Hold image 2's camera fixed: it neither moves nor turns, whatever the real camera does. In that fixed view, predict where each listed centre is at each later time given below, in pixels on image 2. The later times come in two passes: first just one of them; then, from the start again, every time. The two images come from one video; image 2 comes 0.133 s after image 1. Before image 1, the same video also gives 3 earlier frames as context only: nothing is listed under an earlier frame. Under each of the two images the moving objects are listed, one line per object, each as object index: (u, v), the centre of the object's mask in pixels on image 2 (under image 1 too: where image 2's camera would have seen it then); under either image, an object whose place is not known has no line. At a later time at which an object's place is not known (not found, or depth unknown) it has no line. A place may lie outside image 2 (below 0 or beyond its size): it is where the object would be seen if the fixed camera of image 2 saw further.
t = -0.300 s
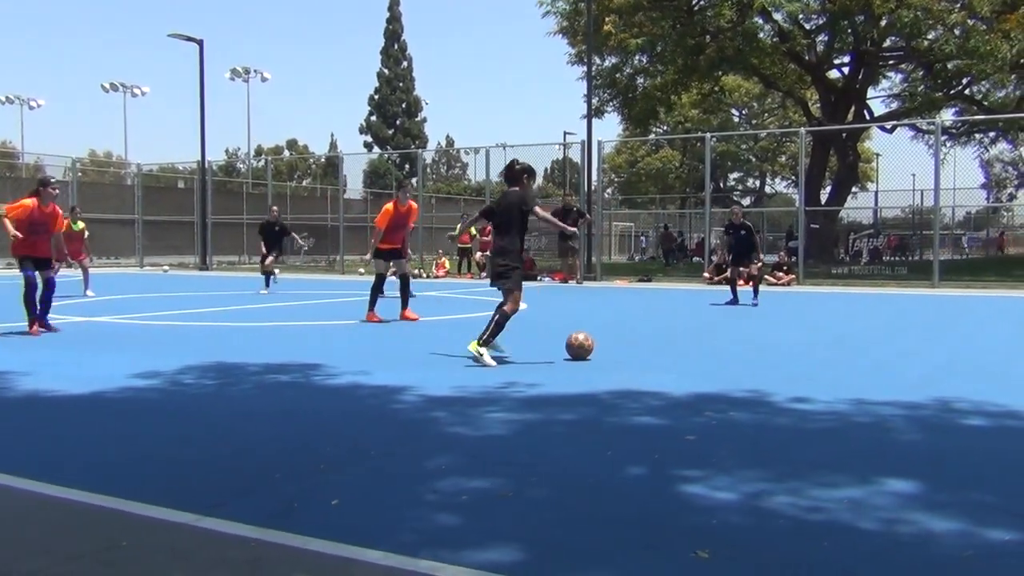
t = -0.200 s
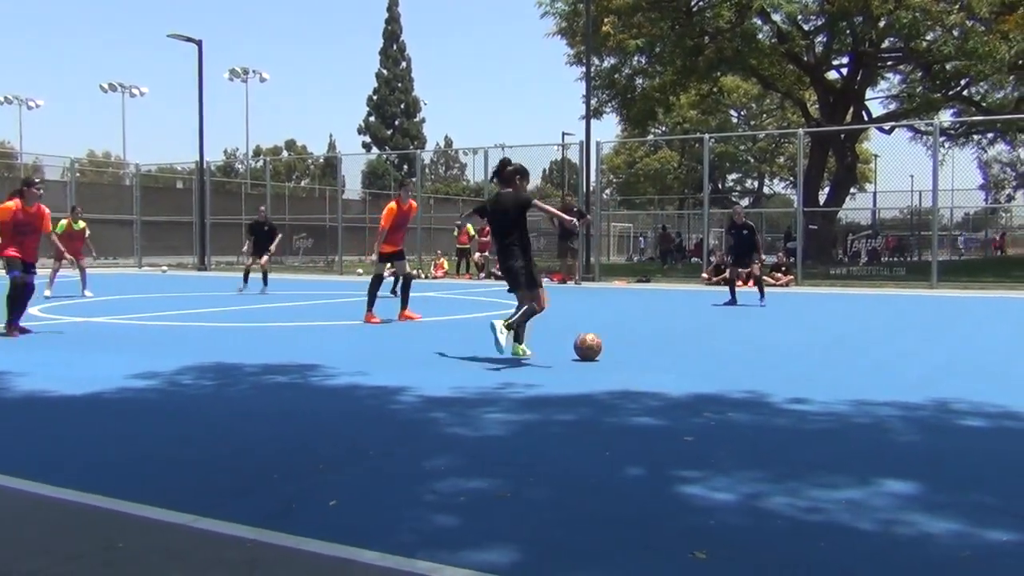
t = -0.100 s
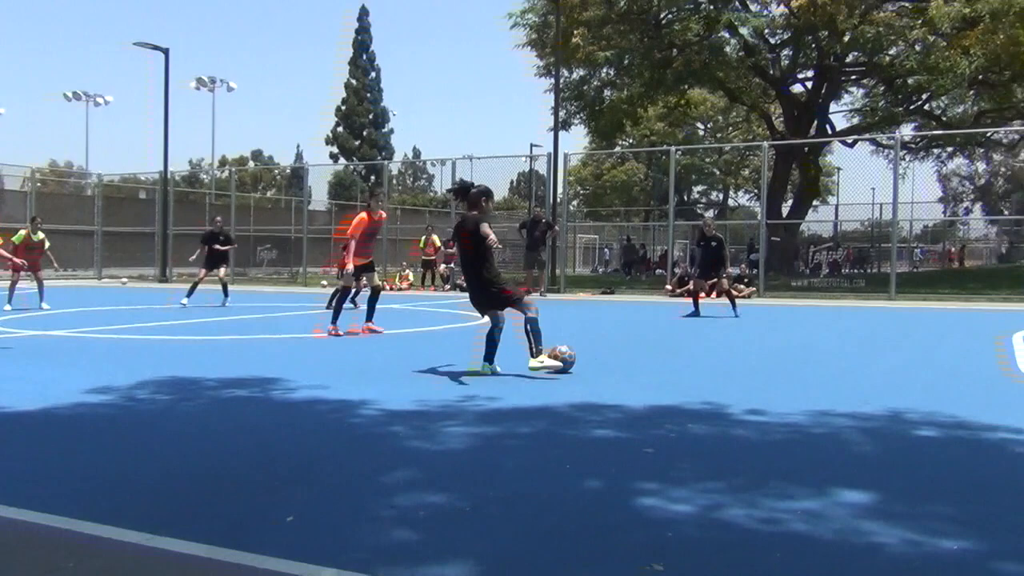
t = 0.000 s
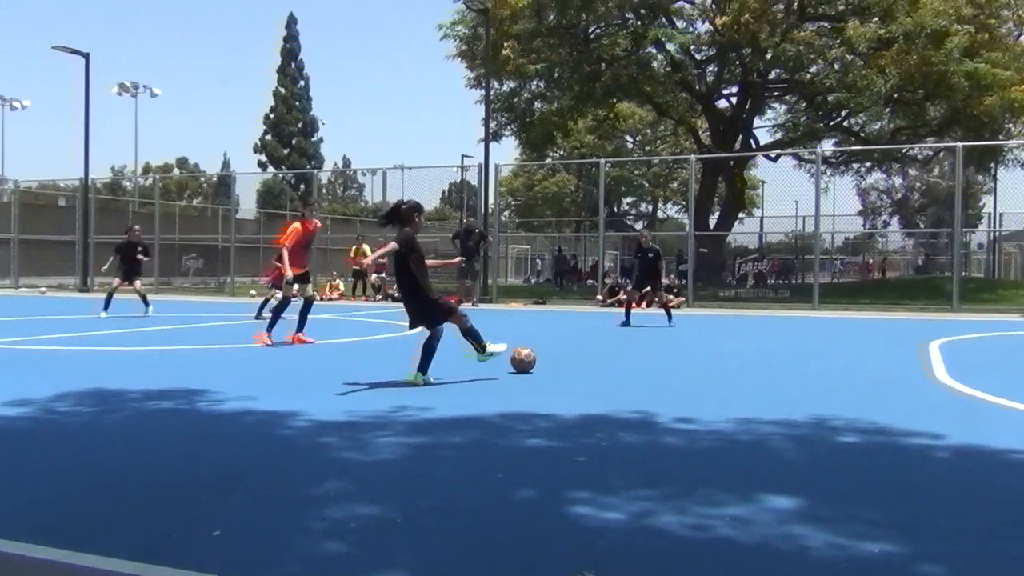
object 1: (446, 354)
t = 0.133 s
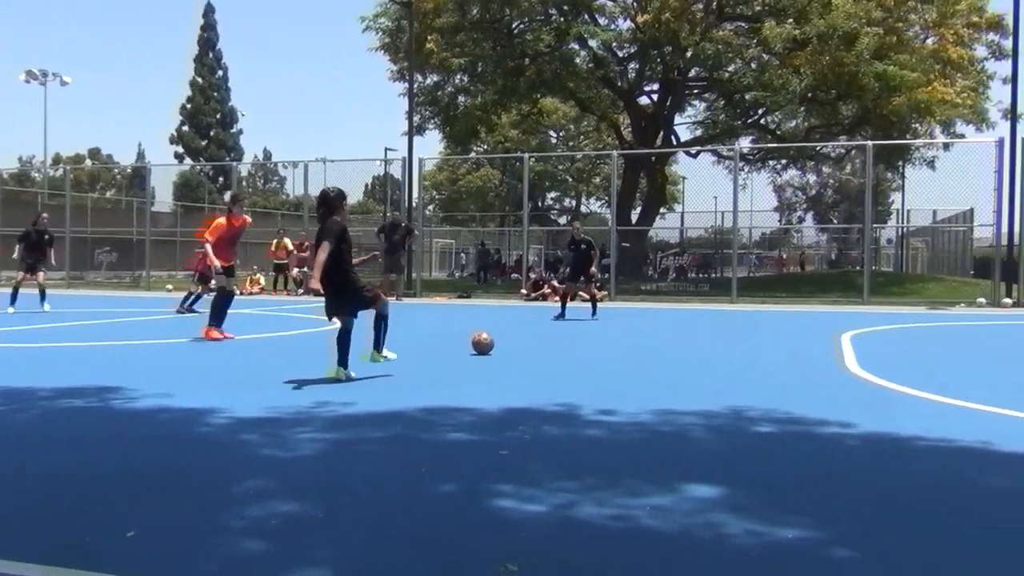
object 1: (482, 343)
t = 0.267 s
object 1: (508, 336)
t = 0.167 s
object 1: (489, 341)
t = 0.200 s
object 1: (496, 340)
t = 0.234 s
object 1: (502, 338)
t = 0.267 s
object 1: (508, 336)
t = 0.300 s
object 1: (514, 335)
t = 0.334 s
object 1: (519, 333)
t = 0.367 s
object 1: (524, 332)
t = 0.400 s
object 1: (528, 330)
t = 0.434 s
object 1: (533, 329)
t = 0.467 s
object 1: (537, 328)
